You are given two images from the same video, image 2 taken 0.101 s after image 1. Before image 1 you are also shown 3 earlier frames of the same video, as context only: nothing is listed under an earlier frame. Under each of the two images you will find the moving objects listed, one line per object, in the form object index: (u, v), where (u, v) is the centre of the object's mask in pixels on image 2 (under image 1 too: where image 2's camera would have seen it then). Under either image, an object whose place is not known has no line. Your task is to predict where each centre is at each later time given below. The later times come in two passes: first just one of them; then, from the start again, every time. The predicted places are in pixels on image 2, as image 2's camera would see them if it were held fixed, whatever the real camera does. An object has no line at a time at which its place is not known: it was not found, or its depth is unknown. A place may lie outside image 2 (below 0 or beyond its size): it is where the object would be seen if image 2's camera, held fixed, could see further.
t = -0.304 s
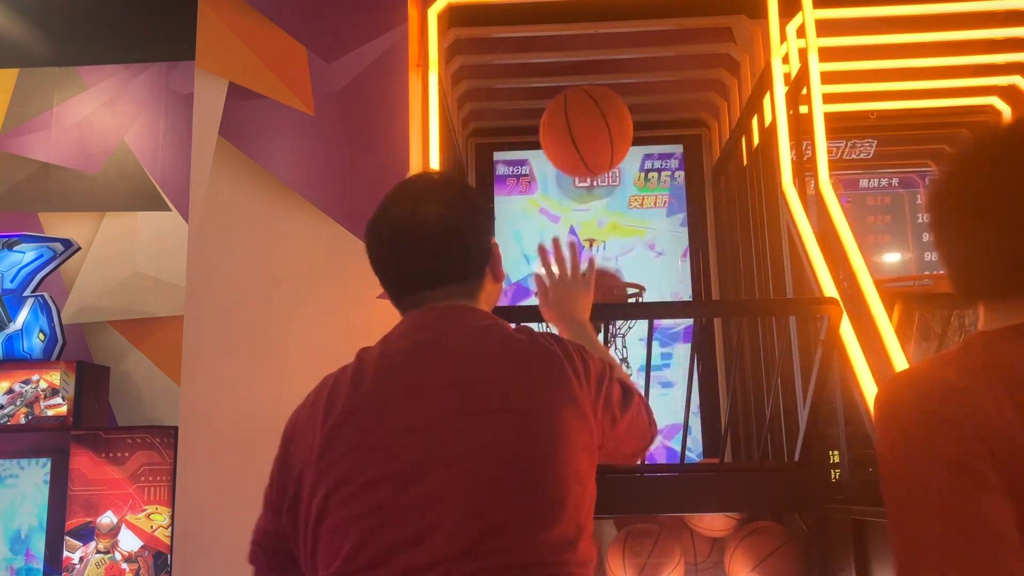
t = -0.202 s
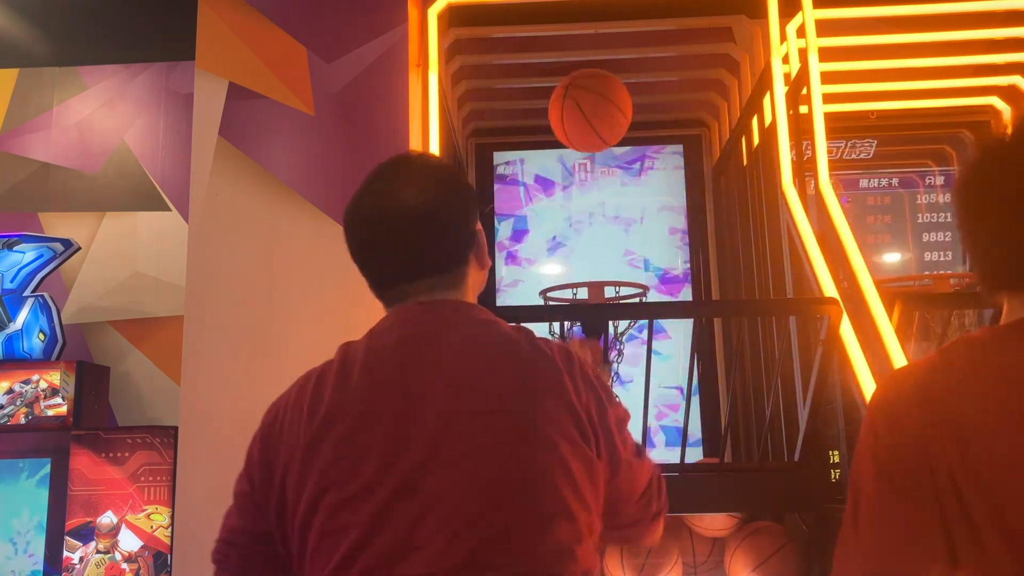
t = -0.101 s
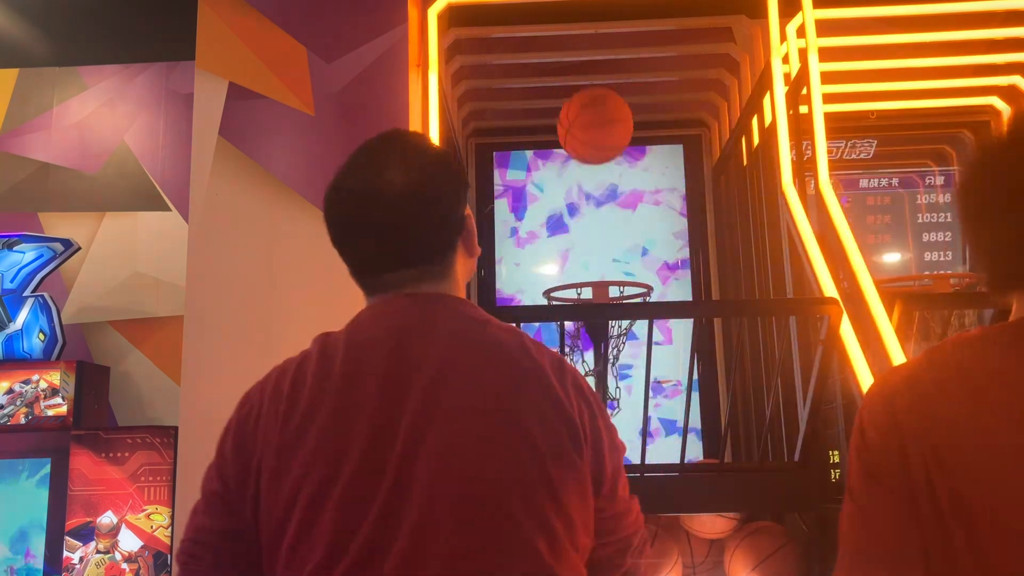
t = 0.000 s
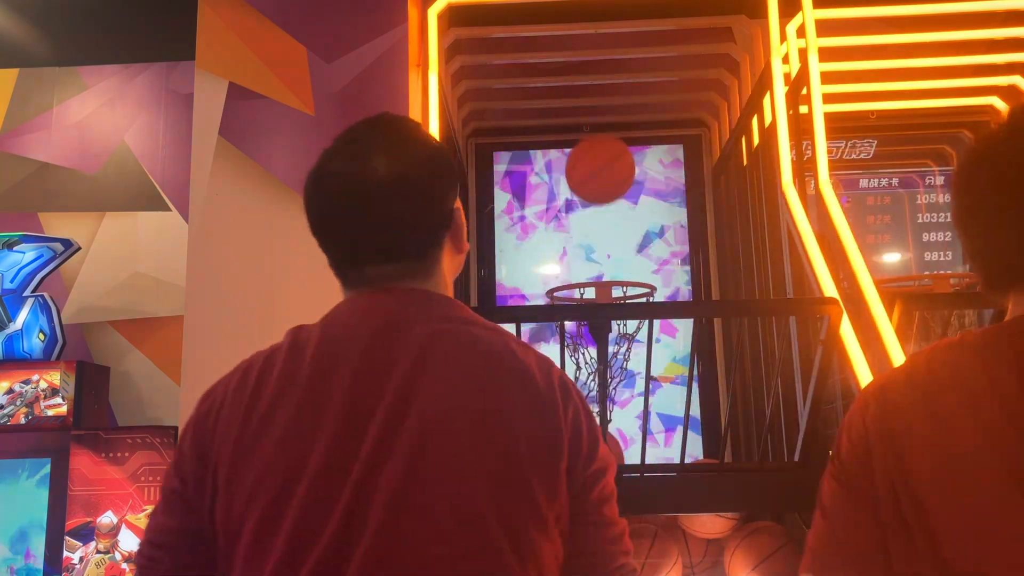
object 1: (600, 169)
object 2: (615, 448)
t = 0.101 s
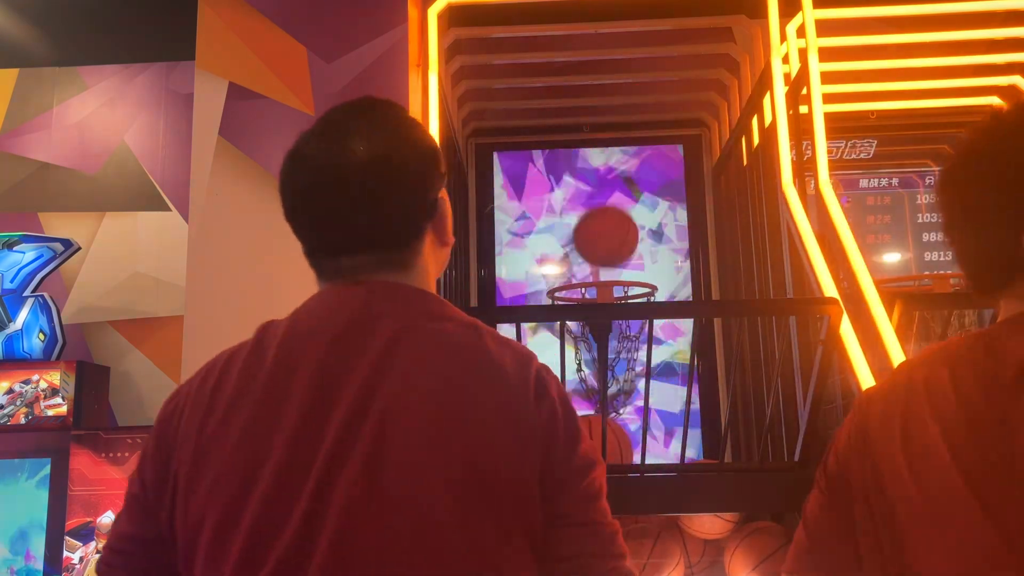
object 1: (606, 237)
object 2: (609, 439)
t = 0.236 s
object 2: (615, 439)
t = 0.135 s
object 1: (608, 259)
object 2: (610, 438)
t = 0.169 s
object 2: (611, 437)
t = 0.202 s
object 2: (613, 438)
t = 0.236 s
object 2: (615, 439)
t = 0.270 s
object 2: (617, 440)
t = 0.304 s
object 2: (622, 444)
